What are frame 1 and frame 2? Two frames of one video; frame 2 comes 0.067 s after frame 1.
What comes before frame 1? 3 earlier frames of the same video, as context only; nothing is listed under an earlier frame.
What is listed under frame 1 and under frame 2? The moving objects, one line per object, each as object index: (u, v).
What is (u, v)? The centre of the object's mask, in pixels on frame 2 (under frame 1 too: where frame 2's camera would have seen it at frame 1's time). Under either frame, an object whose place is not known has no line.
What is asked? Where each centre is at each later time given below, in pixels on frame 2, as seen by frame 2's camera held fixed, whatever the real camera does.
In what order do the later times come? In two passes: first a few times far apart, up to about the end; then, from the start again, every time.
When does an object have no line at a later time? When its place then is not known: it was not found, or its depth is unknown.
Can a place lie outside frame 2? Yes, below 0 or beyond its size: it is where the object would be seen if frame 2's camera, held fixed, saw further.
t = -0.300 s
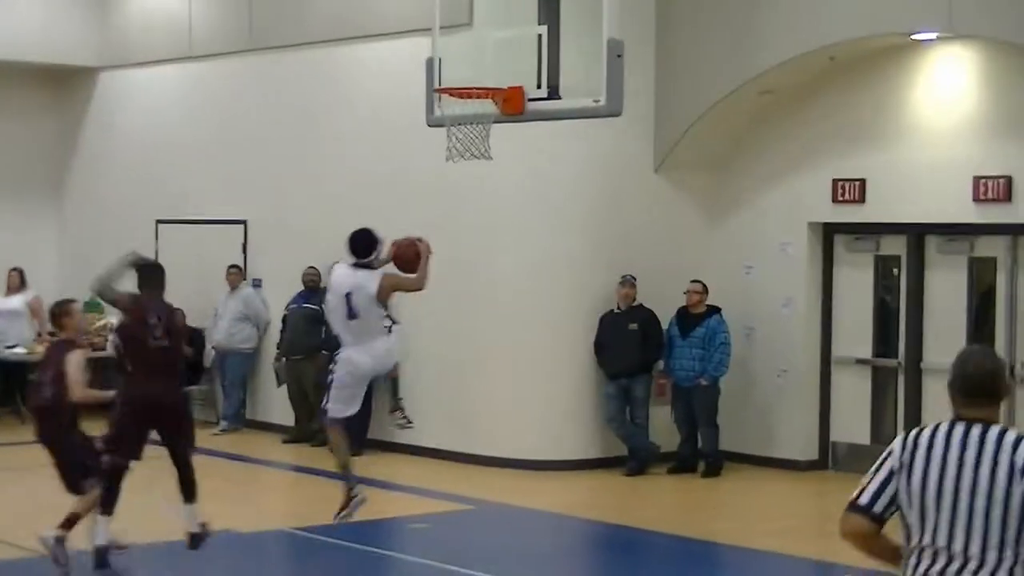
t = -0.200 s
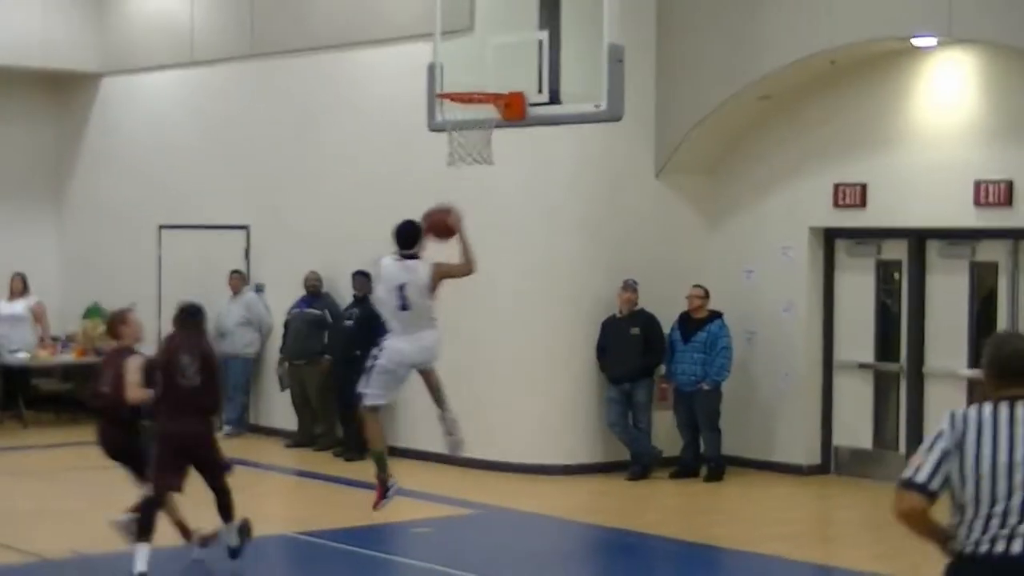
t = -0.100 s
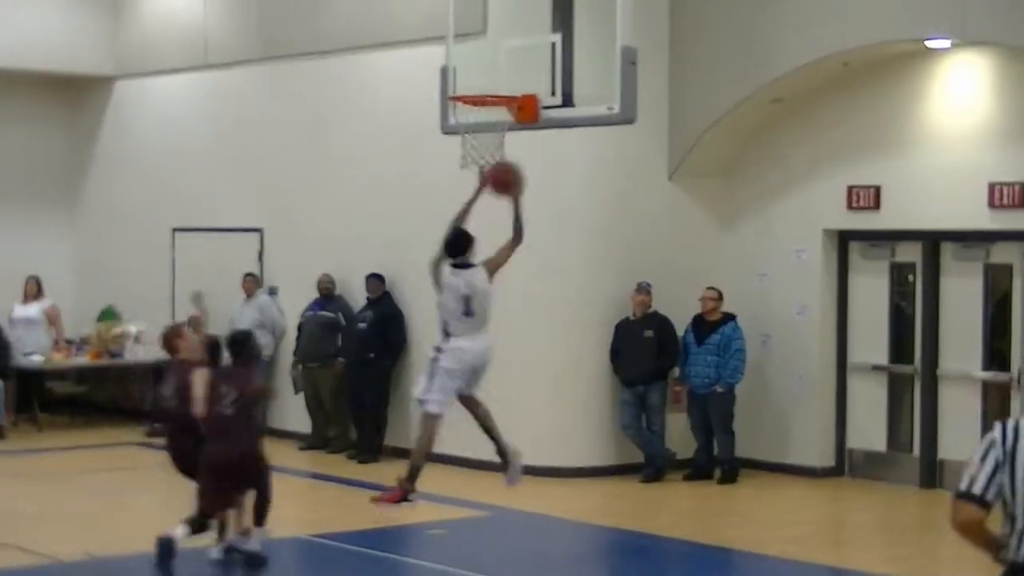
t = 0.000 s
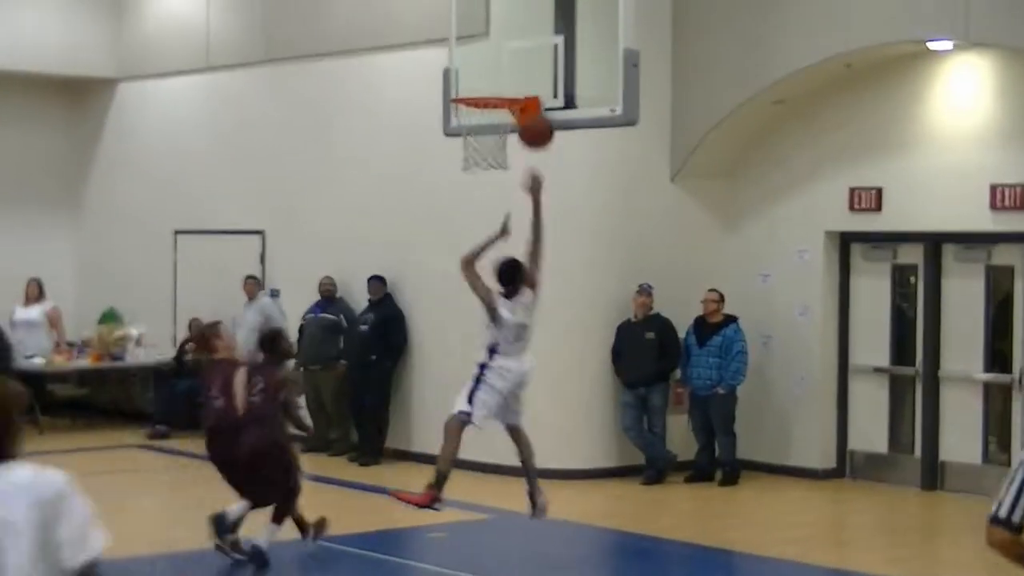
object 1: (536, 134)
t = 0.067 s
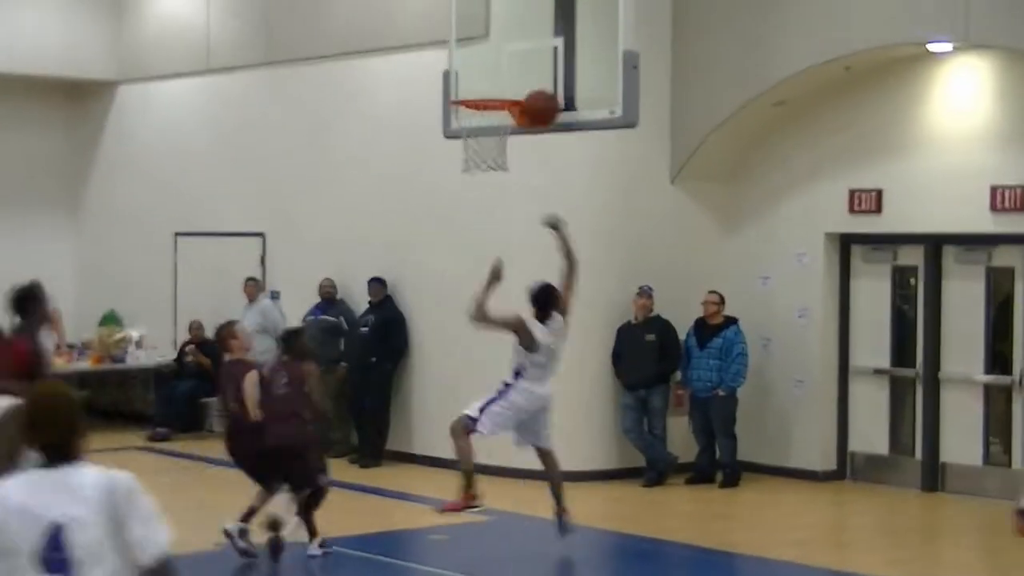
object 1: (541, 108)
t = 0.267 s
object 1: (544, 136)
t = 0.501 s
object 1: (521, 246)
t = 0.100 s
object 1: (551, 109)
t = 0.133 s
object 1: (554, 113)
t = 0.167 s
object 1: (552, 114)
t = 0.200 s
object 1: (549, 119)
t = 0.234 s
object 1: (547, 127)
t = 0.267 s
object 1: (544, 136)
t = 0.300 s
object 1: (540, 145)
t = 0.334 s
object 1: (536, 157)
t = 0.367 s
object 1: (534, 171)
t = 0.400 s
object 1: (530, 186)
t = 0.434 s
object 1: (527, 203)
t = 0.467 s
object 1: (524, 224)
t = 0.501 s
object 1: (521, 246)
